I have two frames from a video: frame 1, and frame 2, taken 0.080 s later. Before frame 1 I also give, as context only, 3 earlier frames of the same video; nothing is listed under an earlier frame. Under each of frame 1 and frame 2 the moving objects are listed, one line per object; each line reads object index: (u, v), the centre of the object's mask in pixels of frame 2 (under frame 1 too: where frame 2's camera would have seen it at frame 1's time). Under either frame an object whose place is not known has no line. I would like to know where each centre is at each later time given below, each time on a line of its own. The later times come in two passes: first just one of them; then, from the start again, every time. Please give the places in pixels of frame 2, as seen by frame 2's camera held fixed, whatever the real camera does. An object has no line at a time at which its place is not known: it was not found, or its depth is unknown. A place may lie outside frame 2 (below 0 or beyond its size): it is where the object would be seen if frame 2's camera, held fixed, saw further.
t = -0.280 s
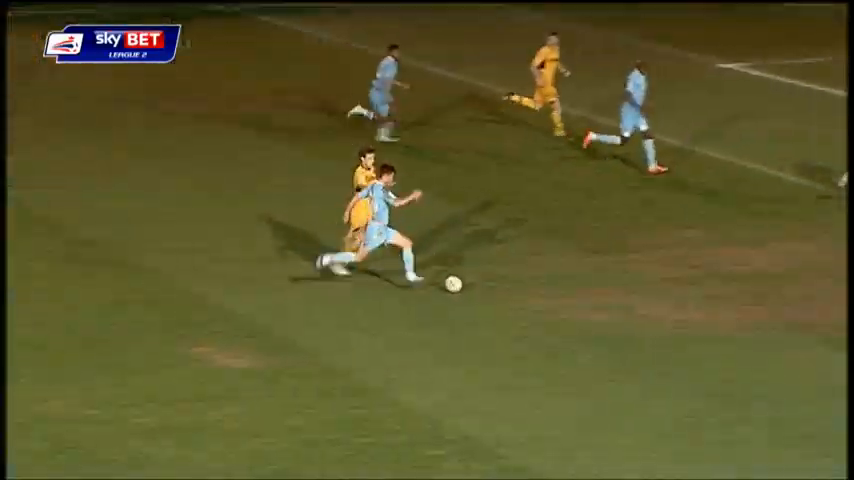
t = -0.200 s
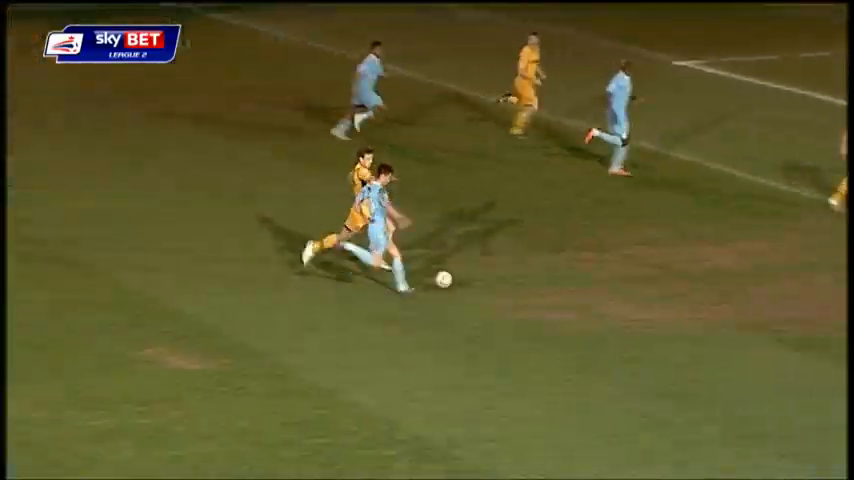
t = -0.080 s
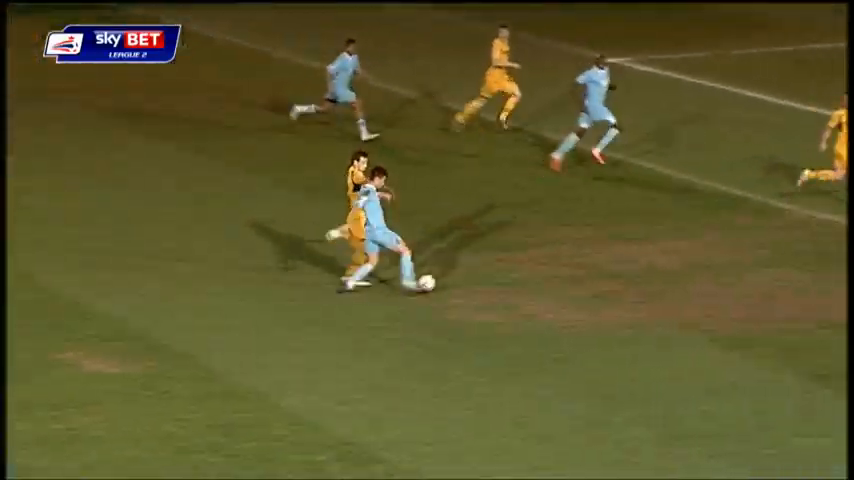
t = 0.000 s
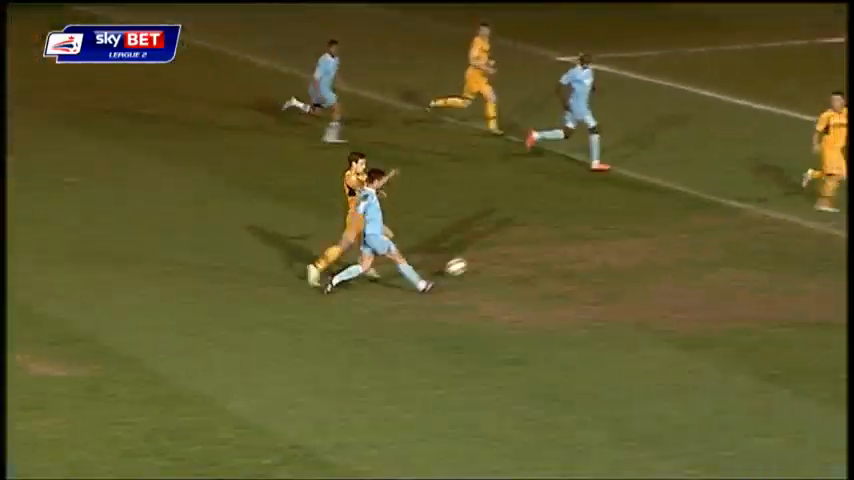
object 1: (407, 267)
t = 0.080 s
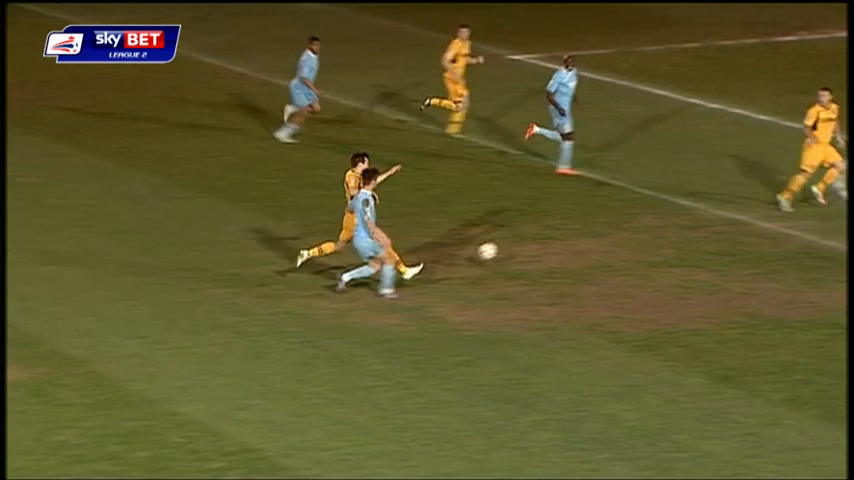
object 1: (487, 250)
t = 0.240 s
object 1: (620, 230)
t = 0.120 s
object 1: (524, 245)
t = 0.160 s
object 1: (559, 241)
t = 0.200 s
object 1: (592, 239)
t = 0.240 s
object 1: (620, 230)
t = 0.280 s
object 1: (647, 219)
